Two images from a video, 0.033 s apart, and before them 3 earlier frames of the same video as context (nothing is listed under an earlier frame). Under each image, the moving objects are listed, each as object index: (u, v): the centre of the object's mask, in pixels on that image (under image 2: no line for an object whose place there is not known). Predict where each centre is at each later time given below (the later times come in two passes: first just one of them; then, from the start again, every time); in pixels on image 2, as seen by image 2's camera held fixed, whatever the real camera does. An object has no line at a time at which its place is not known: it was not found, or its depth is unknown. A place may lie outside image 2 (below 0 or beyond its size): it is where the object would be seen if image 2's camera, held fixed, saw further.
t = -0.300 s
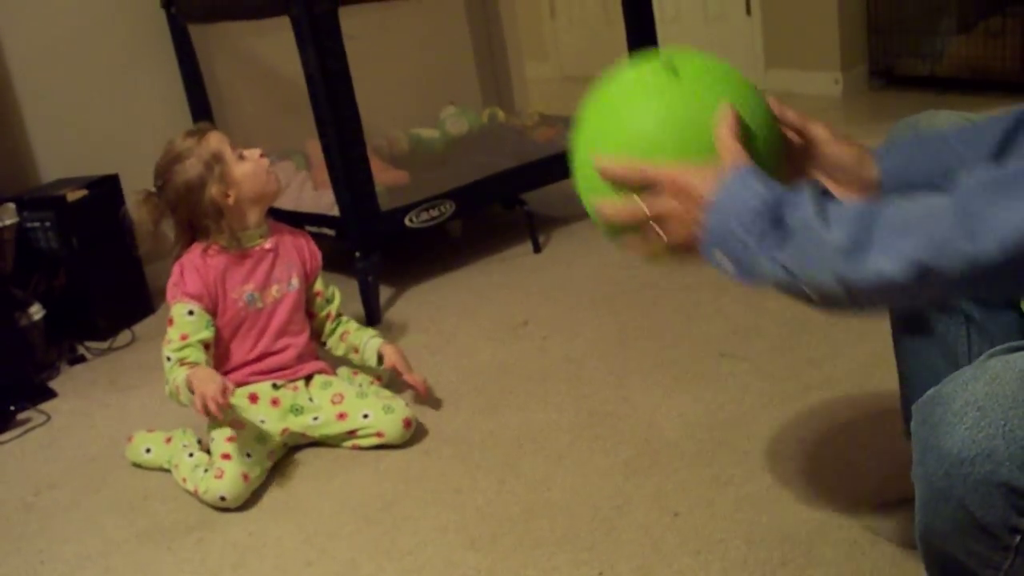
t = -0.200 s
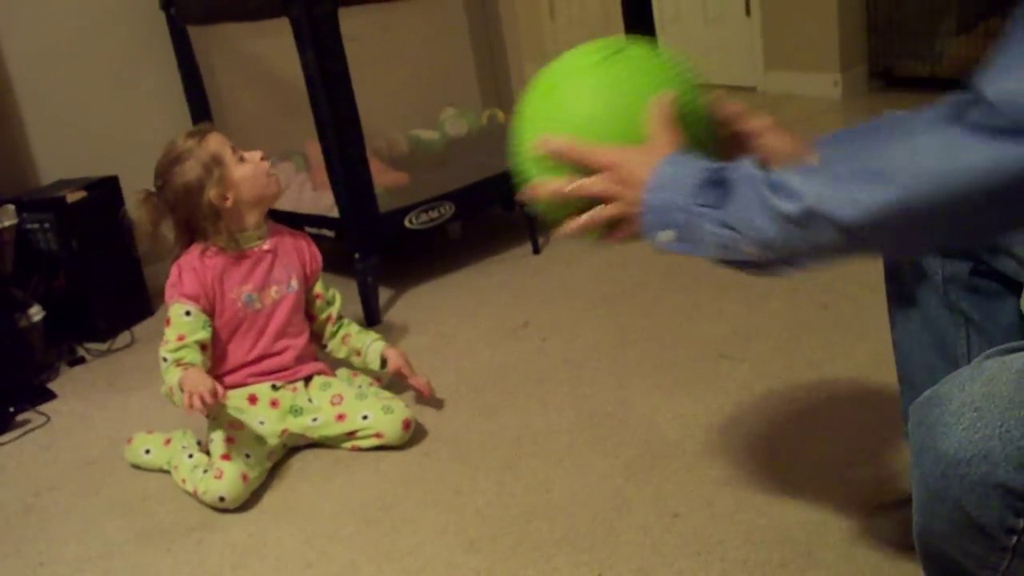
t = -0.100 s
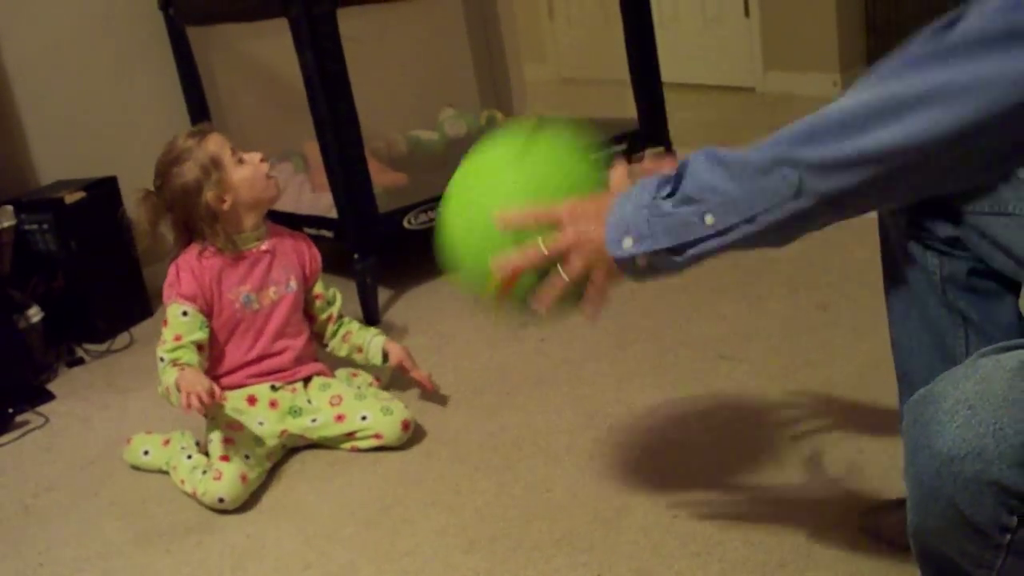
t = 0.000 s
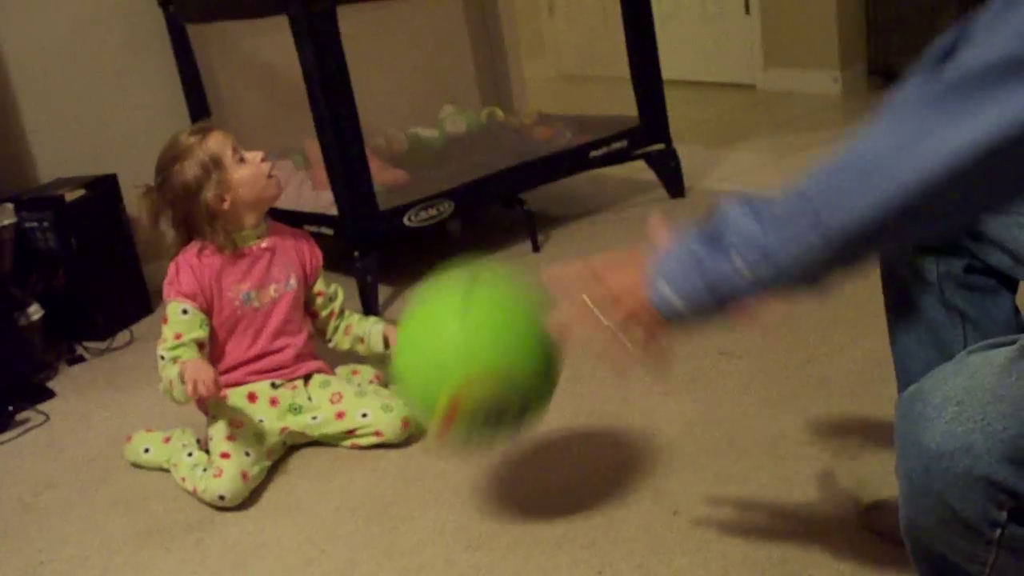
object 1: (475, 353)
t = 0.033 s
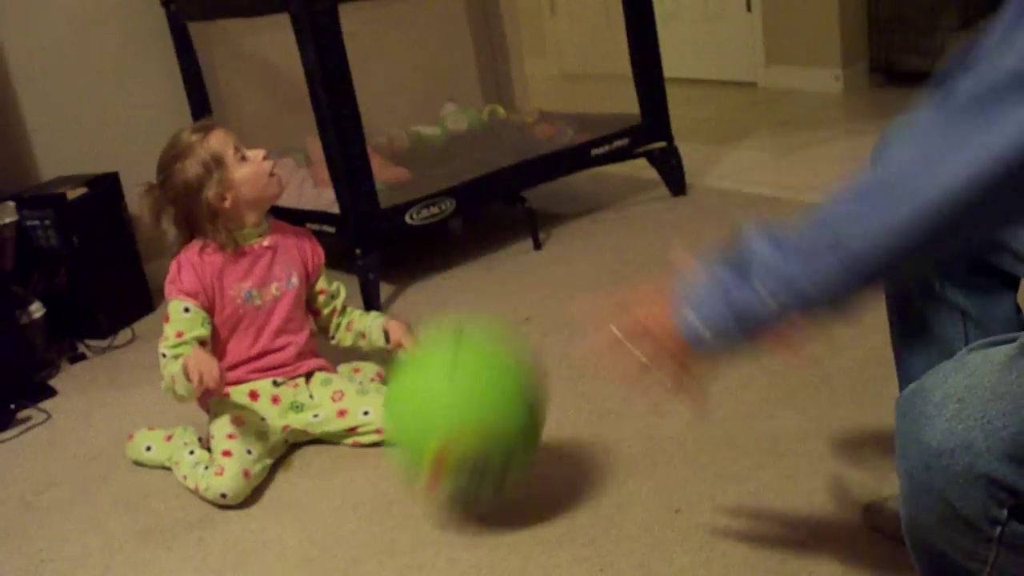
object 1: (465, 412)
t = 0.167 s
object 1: (392, 320)
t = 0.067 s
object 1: (451, 457)
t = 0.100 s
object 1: (433, 417)
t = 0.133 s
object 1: (410, 361)
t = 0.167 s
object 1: (392, 320)
